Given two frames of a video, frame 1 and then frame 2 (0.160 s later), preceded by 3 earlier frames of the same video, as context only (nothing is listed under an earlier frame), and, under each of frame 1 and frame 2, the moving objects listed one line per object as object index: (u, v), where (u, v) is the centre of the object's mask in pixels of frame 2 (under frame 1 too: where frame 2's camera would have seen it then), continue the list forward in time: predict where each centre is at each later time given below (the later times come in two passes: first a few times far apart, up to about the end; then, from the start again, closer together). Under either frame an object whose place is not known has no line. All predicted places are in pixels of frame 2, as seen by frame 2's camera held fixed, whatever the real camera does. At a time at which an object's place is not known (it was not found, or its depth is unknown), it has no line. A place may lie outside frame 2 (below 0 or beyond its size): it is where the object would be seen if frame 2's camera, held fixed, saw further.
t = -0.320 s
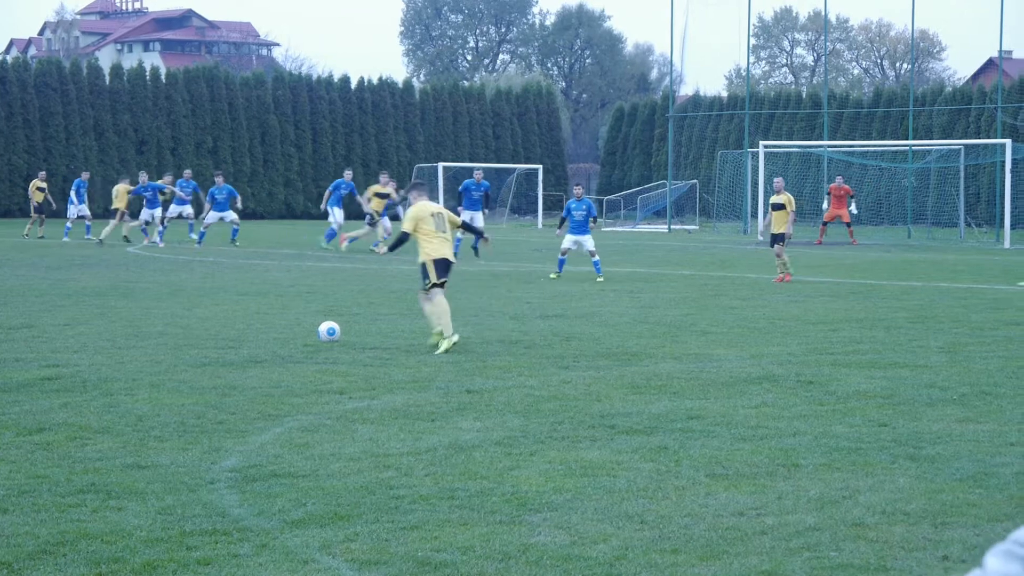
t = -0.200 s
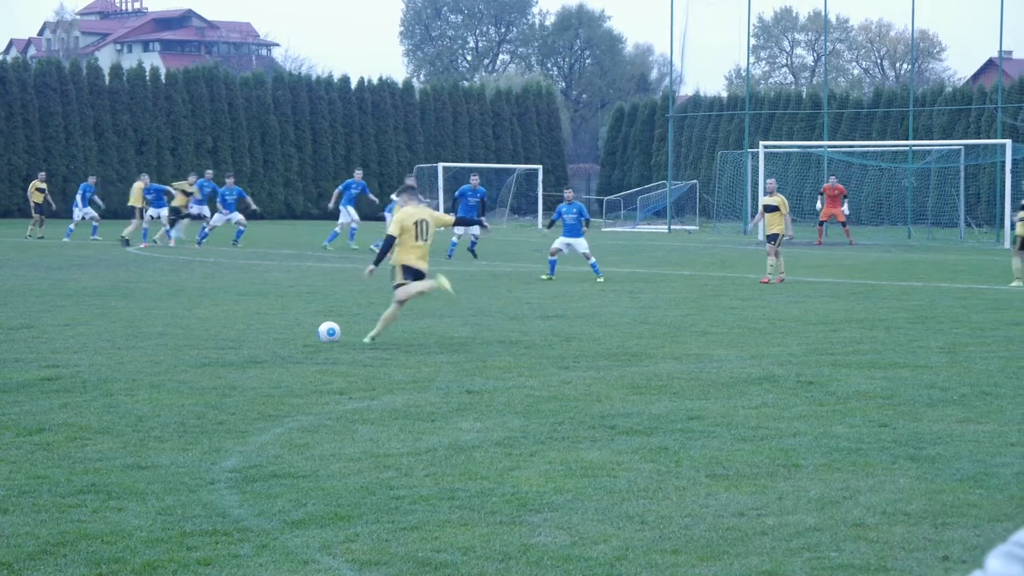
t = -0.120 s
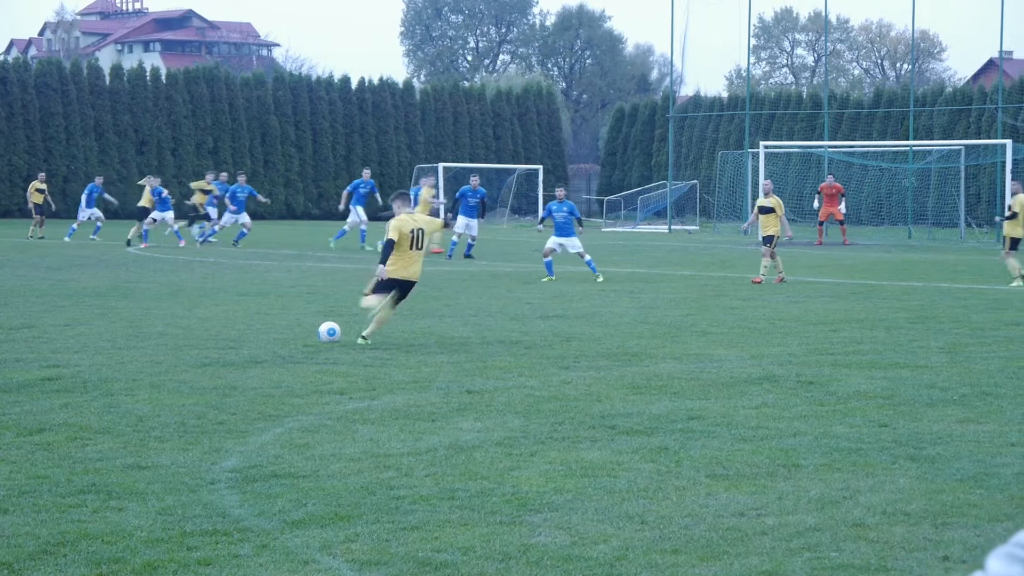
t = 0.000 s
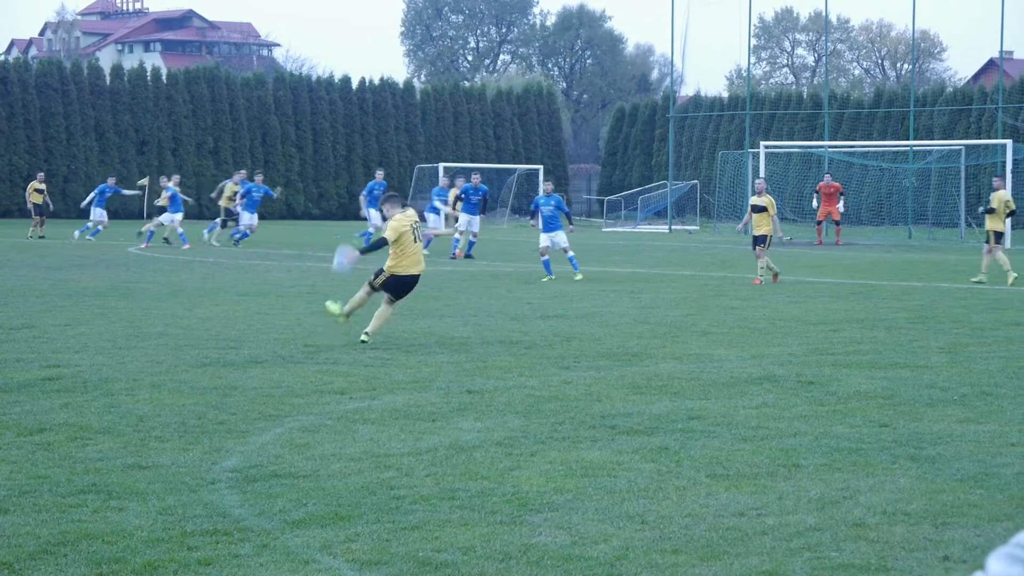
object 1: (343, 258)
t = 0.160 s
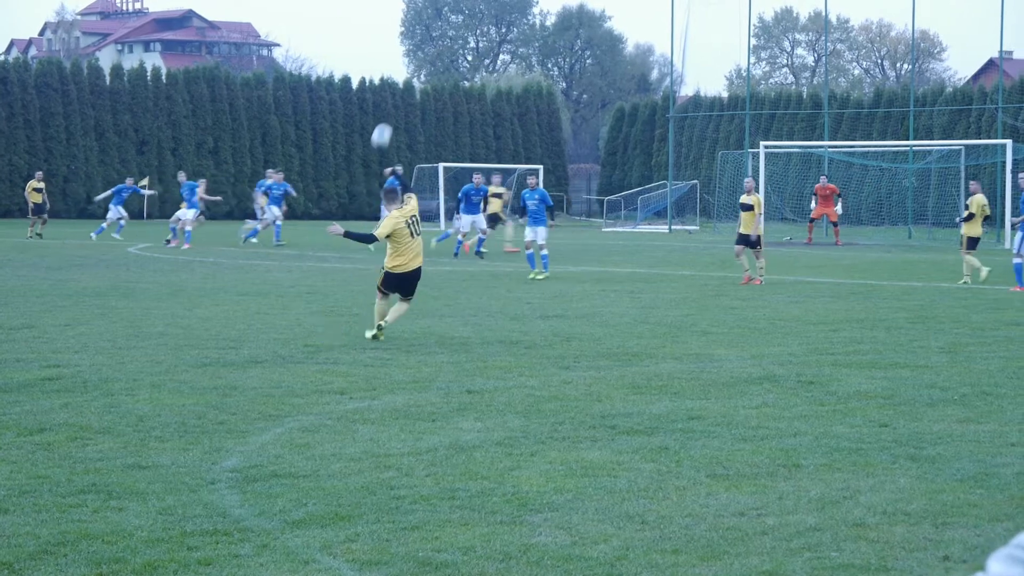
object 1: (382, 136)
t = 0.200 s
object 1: (392, 112)
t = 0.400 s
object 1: (443, 27)
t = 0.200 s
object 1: (392, 112)
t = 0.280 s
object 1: (413, 73)
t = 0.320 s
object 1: (422, 56)
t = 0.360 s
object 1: (433, 40)
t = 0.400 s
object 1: (443, 27)
